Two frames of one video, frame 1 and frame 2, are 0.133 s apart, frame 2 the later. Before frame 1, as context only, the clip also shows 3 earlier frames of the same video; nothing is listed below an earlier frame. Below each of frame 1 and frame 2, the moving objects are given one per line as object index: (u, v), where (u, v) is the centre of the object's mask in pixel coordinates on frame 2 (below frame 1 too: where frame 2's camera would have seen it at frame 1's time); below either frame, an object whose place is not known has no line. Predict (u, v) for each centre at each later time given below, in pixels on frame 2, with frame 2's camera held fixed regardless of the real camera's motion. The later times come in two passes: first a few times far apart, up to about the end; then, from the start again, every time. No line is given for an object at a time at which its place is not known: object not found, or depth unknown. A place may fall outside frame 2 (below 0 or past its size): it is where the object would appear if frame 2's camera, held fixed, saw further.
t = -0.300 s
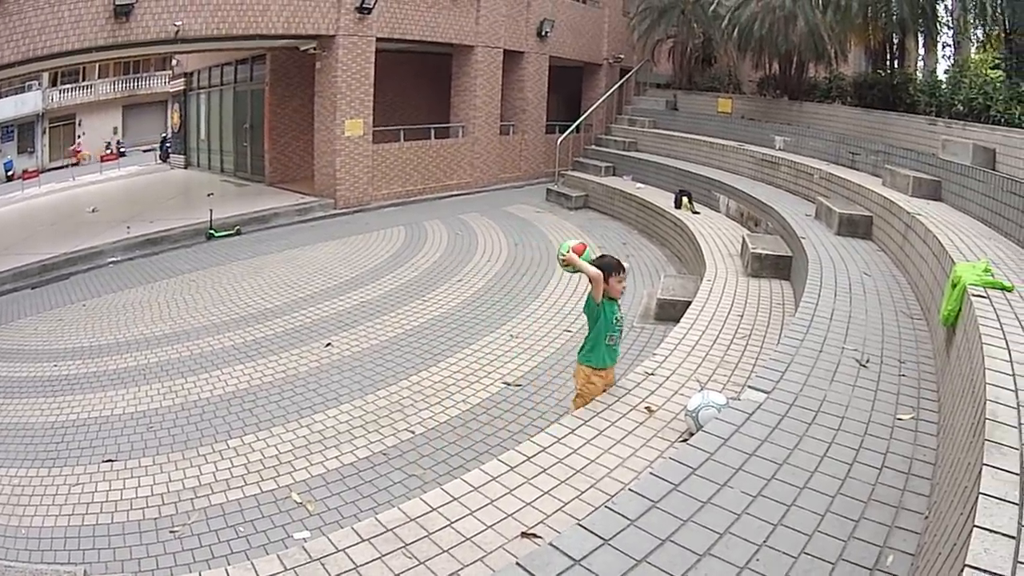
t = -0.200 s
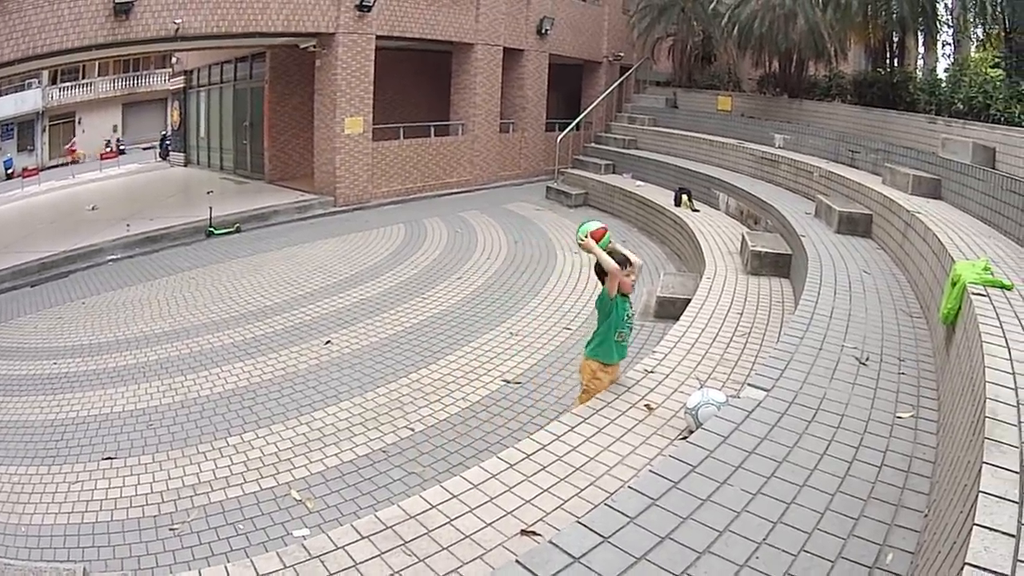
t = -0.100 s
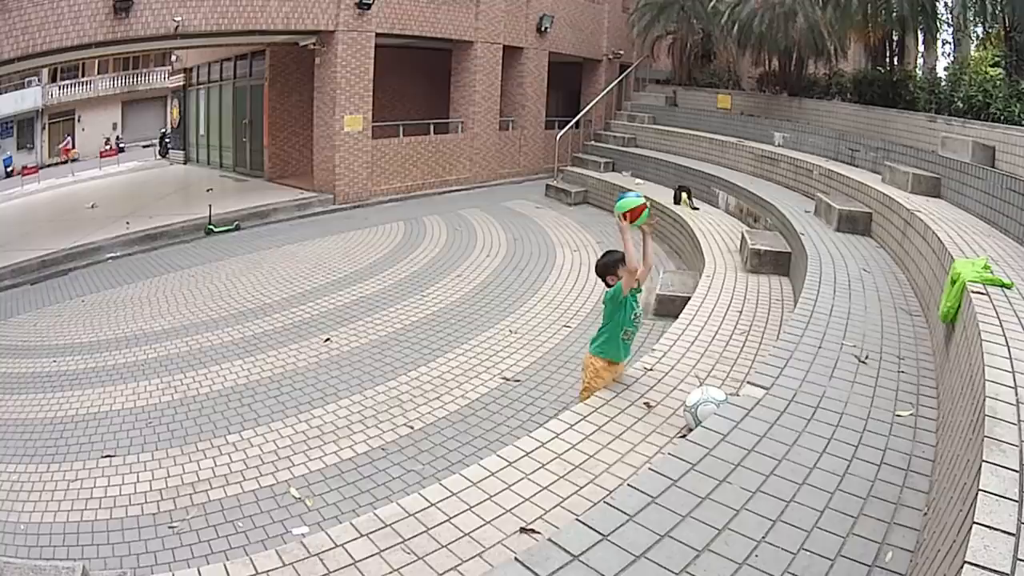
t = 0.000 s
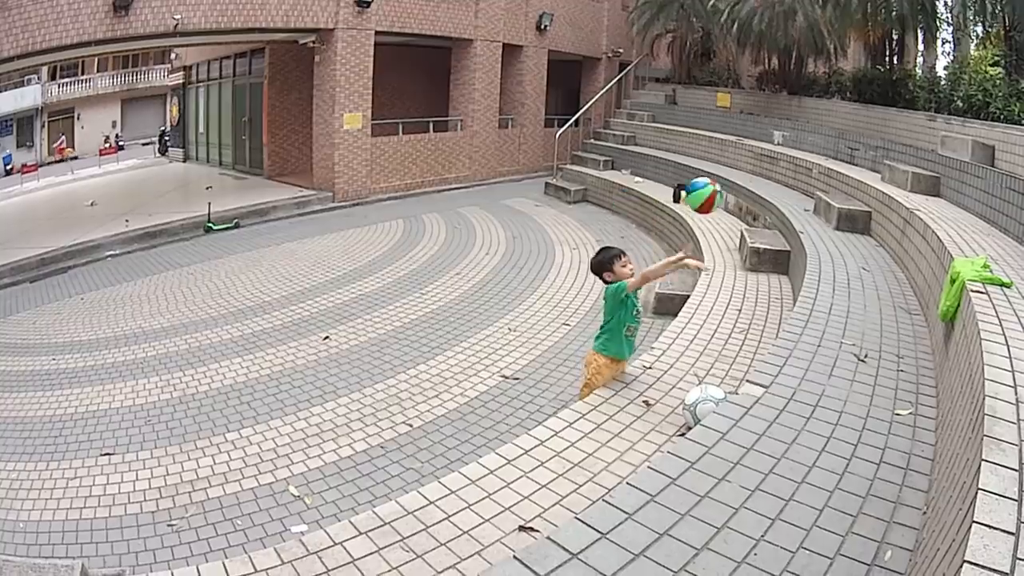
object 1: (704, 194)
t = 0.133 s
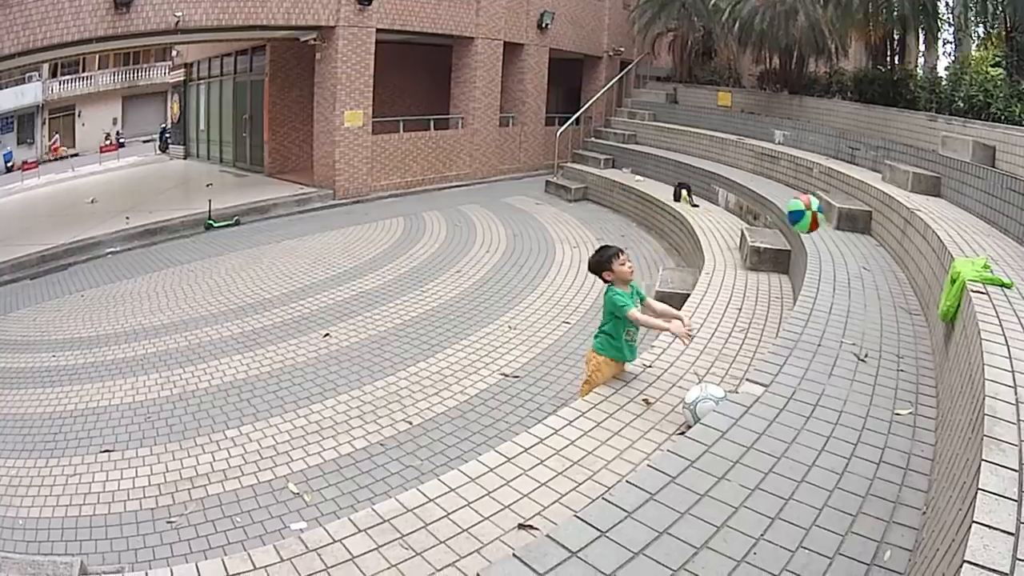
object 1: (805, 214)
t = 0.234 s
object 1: (875, 255)
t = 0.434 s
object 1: (882, 332)
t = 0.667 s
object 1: (783, 261)
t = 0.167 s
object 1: (829, 224)
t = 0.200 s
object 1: (852, 238)
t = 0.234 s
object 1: (875, 255)
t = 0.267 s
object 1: (896, 274)
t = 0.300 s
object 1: (916, 294)
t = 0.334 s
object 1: (931, 317)
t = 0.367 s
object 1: (920, 327)
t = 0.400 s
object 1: (897, 337)
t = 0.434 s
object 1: (882, 332)
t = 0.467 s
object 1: (869, 315)
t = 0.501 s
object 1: (856, 300)
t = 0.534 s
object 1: (843, 287)
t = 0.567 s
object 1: (830, 277)
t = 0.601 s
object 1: (815, 269)
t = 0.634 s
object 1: (799, 264)
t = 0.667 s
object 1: (783, 261)
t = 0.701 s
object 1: (768, 261)
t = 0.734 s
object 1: (752, 262)
